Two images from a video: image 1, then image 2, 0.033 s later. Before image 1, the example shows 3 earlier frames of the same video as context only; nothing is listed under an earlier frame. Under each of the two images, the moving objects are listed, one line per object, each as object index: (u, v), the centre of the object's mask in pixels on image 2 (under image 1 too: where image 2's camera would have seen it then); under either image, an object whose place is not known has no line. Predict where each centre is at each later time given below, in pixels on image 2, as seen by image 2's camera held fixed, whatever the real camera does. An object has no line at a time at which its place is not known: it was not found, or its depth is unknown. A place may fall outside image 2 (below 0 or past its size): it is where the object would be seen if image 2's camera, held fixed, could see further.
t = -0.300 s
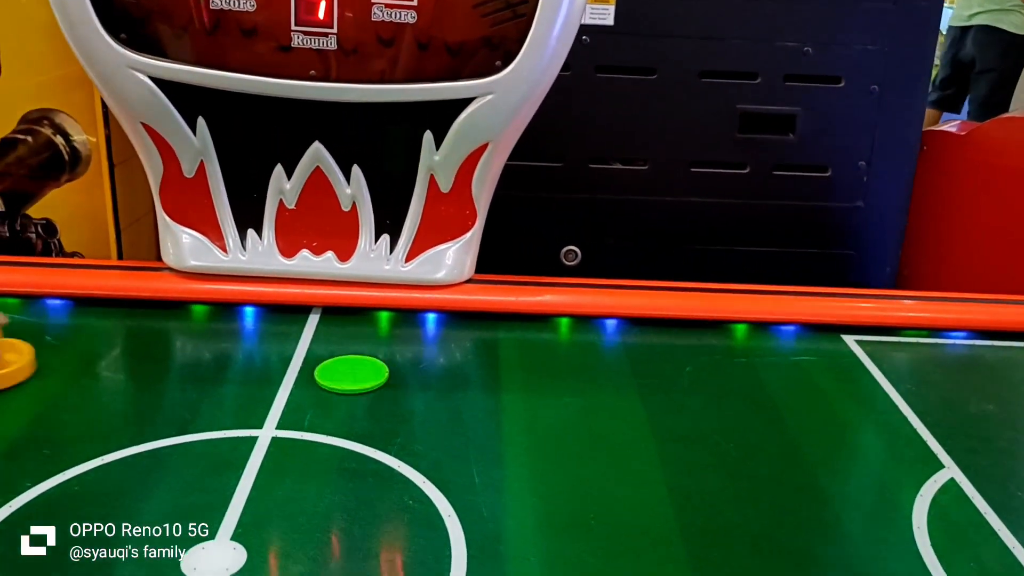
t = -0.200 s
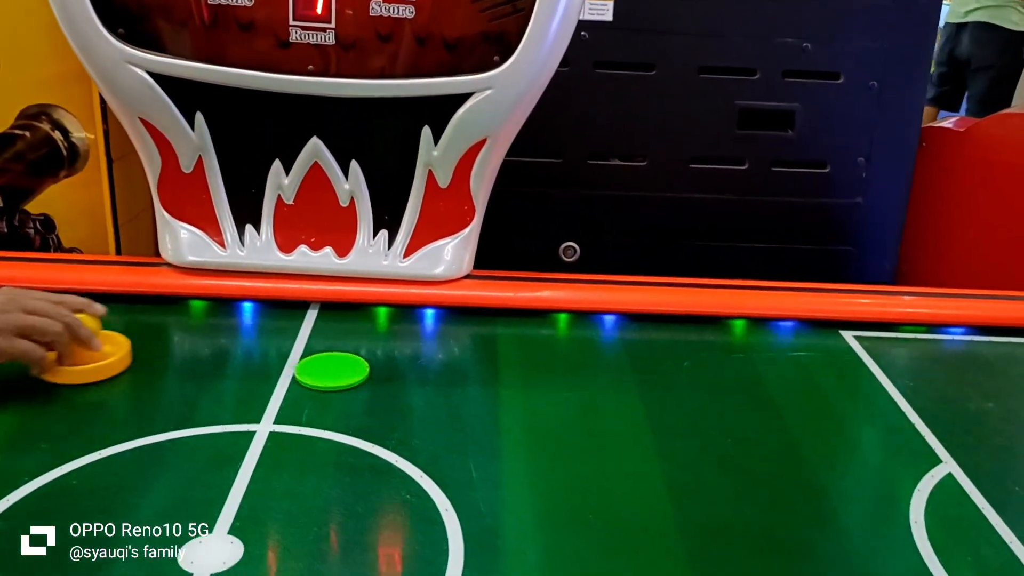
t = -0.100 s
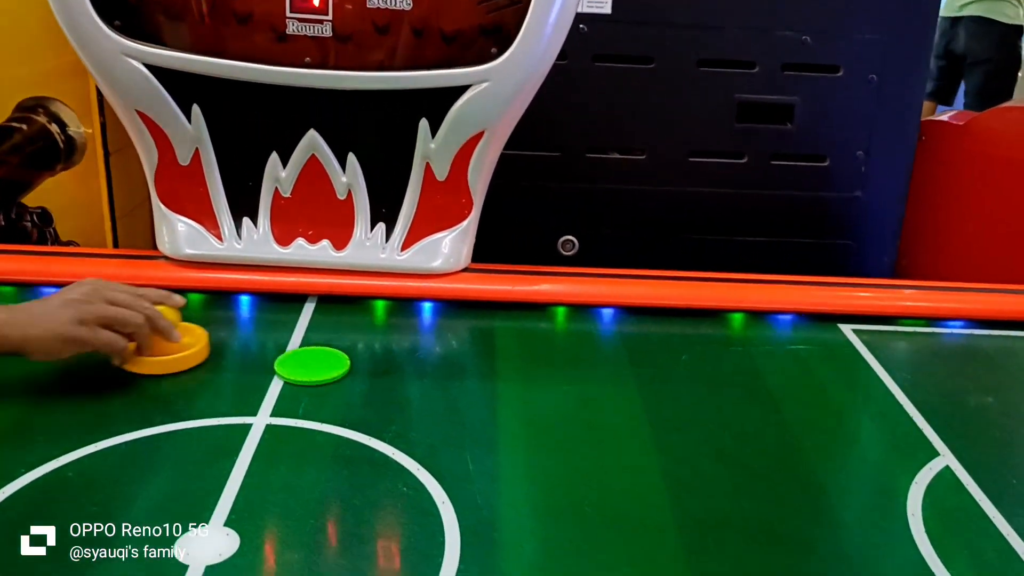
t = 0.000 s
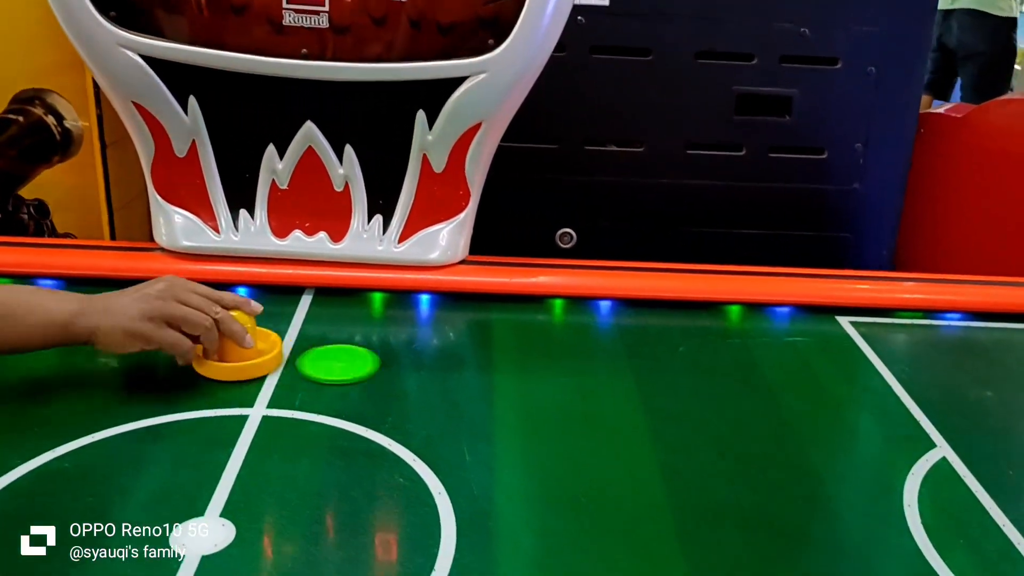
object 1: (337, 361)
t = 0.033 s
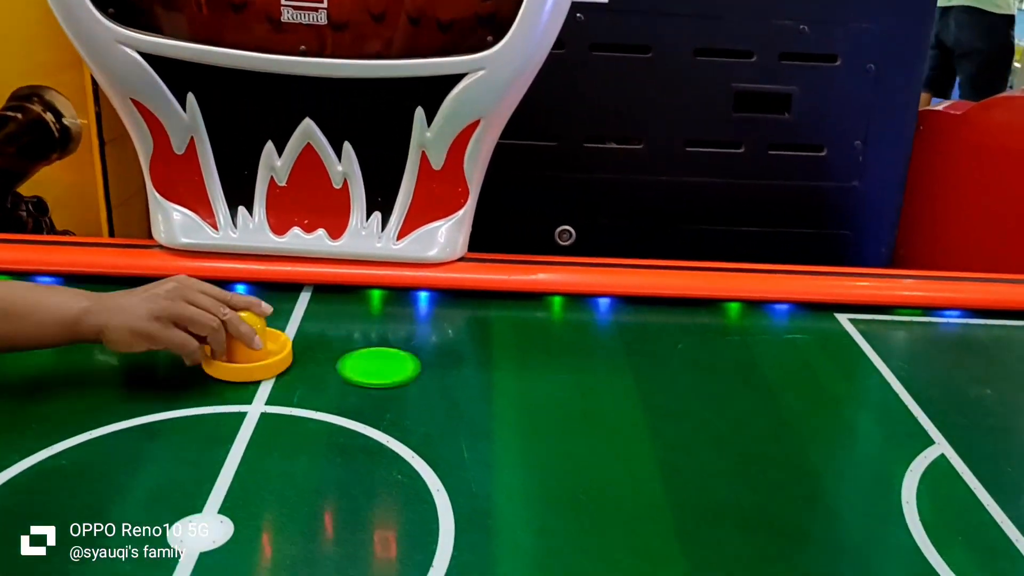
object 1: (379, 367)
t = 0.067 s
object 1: (421, 374)
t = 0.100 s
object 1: (462, 380)
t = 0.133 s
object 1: (505, 386)
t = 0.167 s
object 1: (548, 392)
